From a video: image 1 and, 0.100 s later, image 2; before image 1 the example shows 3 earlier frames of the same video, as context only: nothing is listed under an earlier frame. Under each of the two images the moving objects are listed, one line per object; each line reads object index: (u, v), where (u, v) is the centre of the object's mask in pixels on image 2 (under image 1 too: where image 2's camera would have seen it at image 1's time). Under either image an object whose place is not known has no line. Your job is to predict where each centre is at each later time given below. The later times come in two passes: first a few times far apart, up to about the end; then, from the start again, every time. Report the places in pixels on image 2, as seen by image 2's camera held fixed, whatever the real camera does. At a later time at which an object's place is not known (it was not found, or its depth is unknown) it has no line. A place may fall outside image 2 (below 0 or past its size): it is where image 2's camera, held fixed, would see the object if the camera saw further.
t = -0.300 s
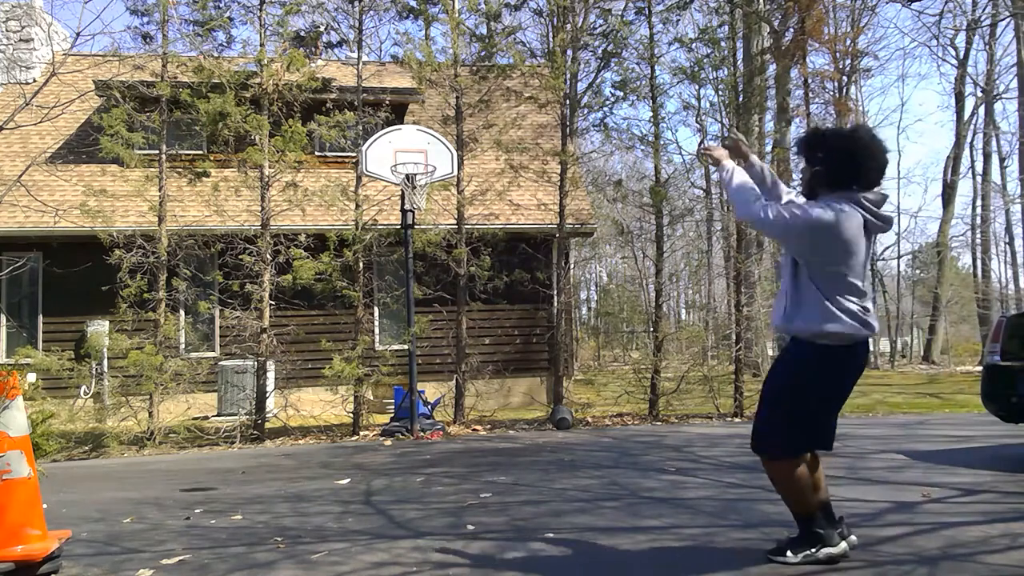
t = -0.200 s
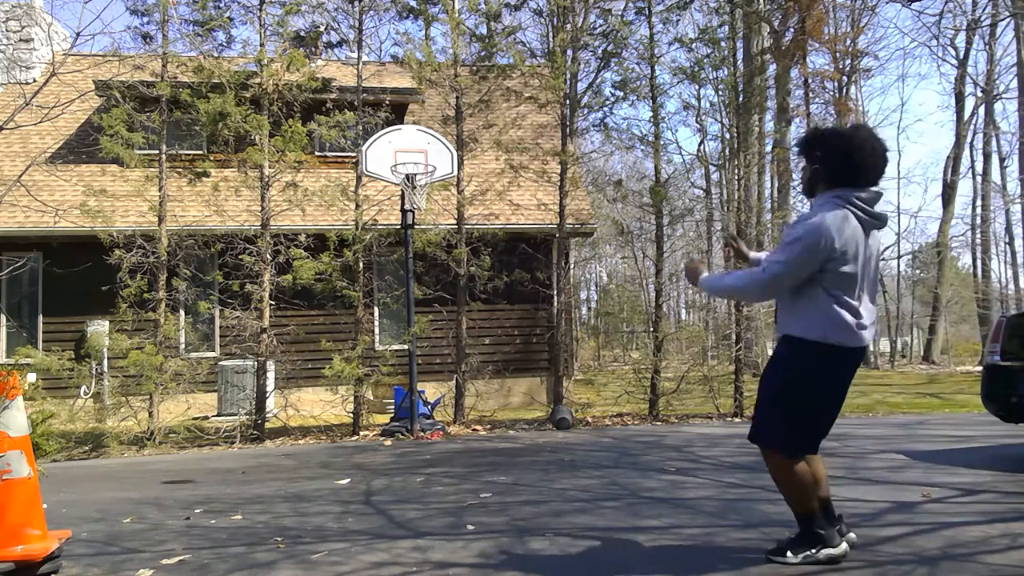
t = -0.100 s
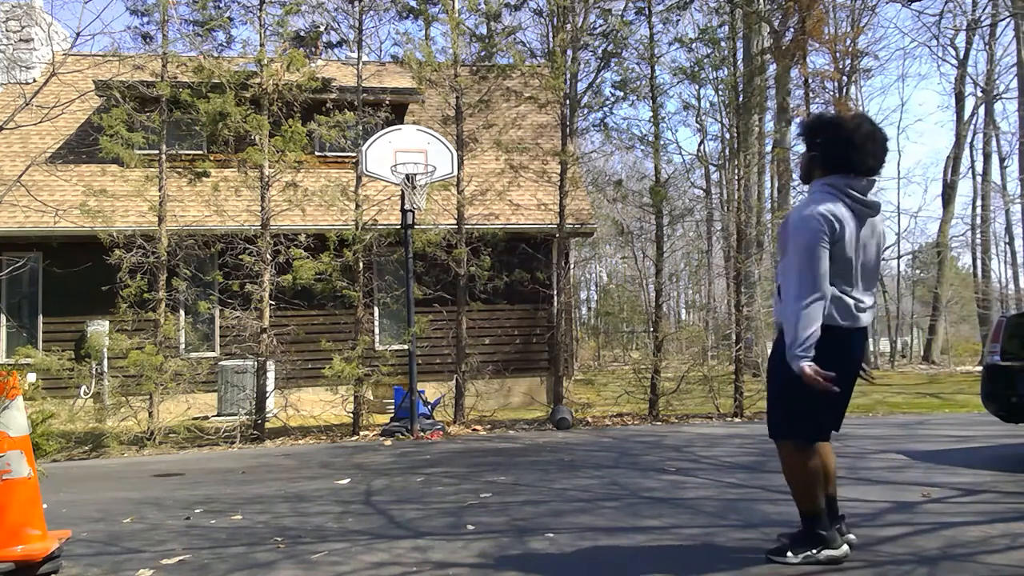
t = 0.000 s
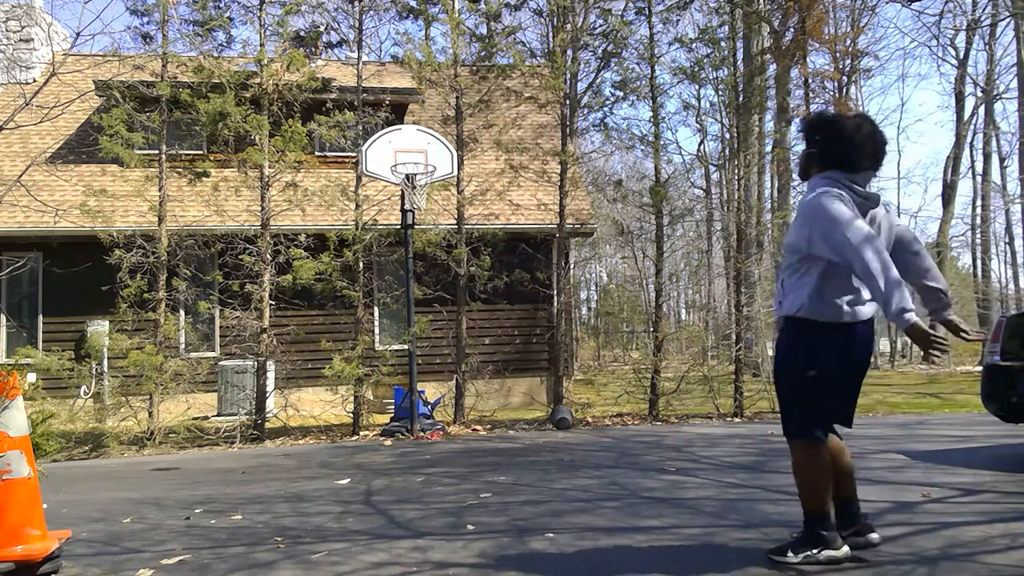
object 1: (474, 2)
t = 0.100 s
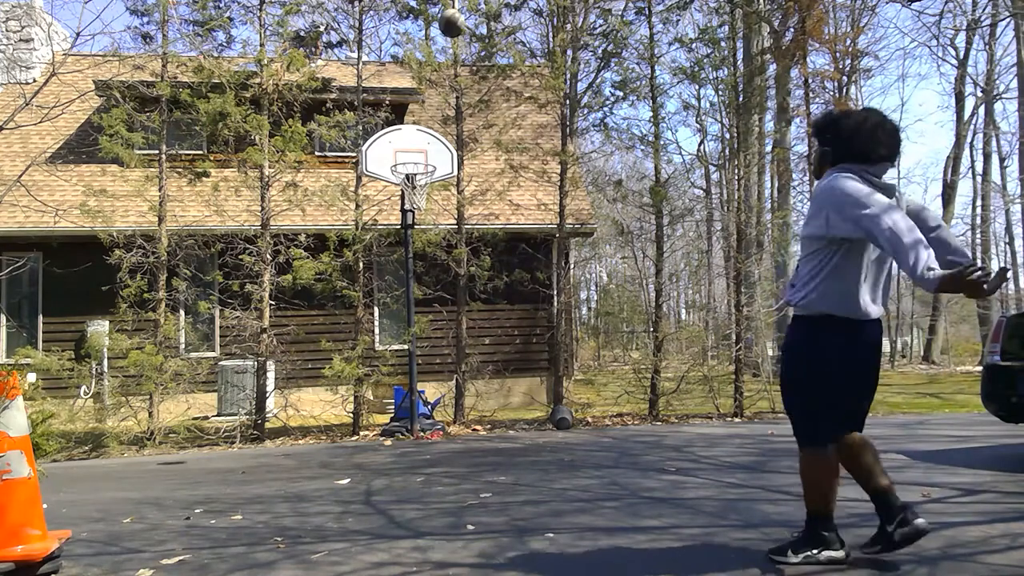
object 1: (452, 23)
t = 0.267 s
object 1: (420, 94)
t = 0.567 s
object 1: (349, 160)
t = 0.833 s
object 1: (243, 230)
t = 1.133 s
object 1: (61, 497)
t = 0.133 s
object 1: (444, 37)
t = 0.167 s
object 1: (437, 50)
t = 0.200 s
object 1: (431, 64)
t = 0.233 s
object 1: (426, 79)
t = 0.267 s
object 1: (420, 94)
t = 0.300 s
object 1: (415, 111)
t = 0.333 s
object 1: (409, 127)
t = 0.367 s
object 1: (405, 144)
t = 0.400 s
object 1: (400, 157)
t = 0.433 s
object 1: (391, 156)
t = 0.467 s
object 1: (379, 156)
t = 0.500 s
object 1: (369, 156)
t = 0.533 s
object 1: (359, 158)
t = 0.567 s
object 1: (349, 160)
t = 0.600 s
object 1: (337, 164)
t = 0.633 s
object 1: (325, 169)
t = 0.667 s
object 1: (312, 176)
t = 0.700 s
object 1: (300, 184)
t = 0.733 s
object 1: (285, 194)
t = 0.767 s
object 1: (272, 205)
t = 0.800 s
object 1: (258, 218)
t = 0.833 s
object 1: (243, 230)
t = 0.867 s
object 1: (226, 250)
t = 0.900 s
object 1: (210, 269)
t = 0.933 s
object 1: (192, 292)
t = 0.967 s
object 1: (173, 318)
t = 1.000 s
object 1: (153, 346)
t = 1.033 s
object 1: (132, 379)
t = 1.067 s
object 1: (108, 414)
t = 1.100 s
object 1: (85, 452)
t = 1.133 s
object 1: (61, 497)
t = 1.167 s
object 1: (51, 470)
